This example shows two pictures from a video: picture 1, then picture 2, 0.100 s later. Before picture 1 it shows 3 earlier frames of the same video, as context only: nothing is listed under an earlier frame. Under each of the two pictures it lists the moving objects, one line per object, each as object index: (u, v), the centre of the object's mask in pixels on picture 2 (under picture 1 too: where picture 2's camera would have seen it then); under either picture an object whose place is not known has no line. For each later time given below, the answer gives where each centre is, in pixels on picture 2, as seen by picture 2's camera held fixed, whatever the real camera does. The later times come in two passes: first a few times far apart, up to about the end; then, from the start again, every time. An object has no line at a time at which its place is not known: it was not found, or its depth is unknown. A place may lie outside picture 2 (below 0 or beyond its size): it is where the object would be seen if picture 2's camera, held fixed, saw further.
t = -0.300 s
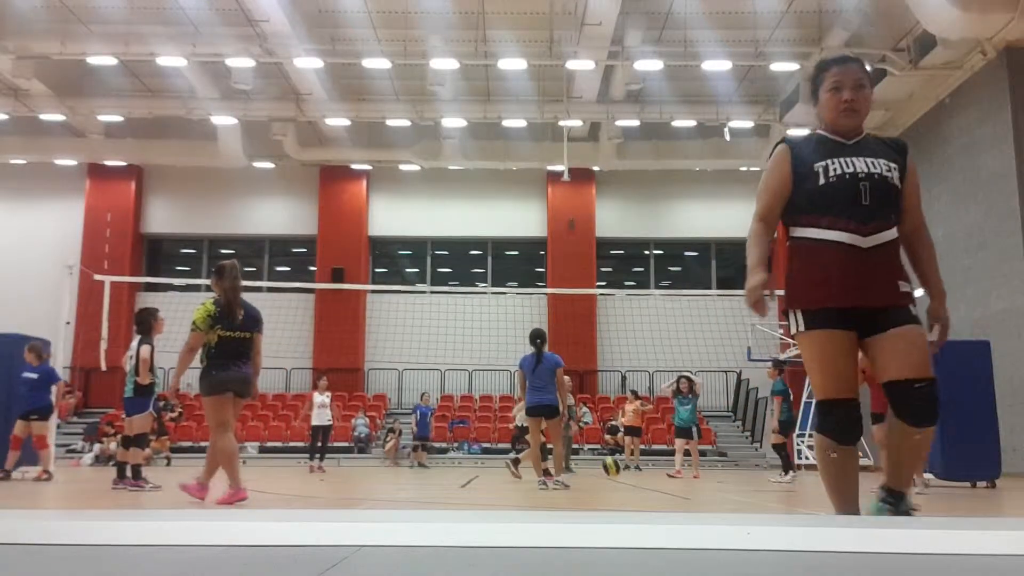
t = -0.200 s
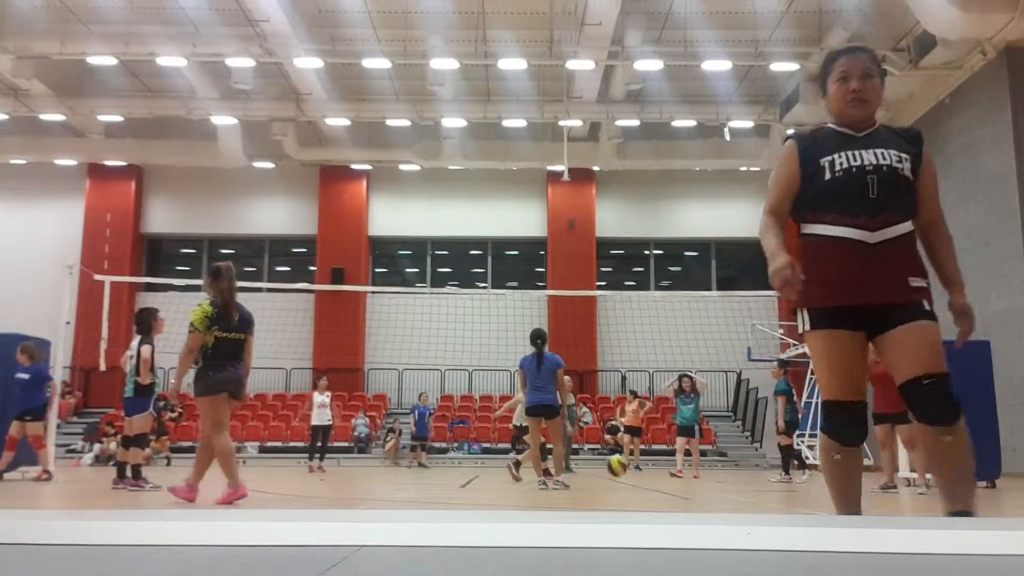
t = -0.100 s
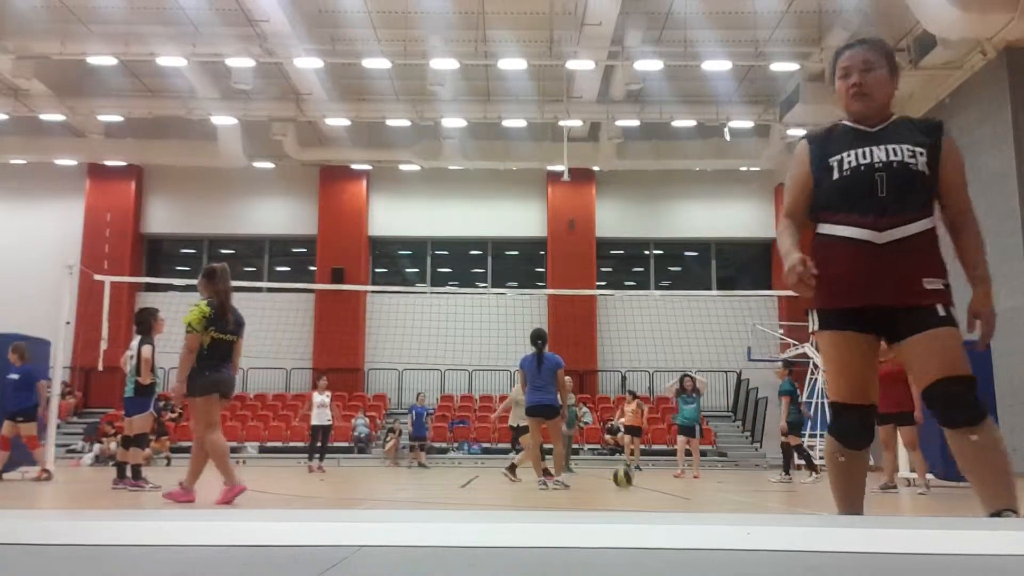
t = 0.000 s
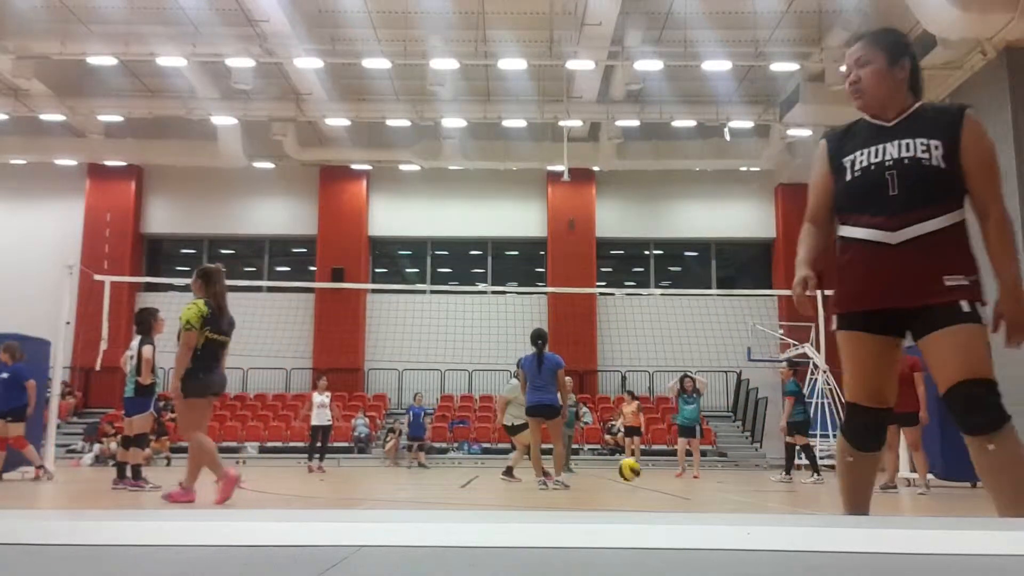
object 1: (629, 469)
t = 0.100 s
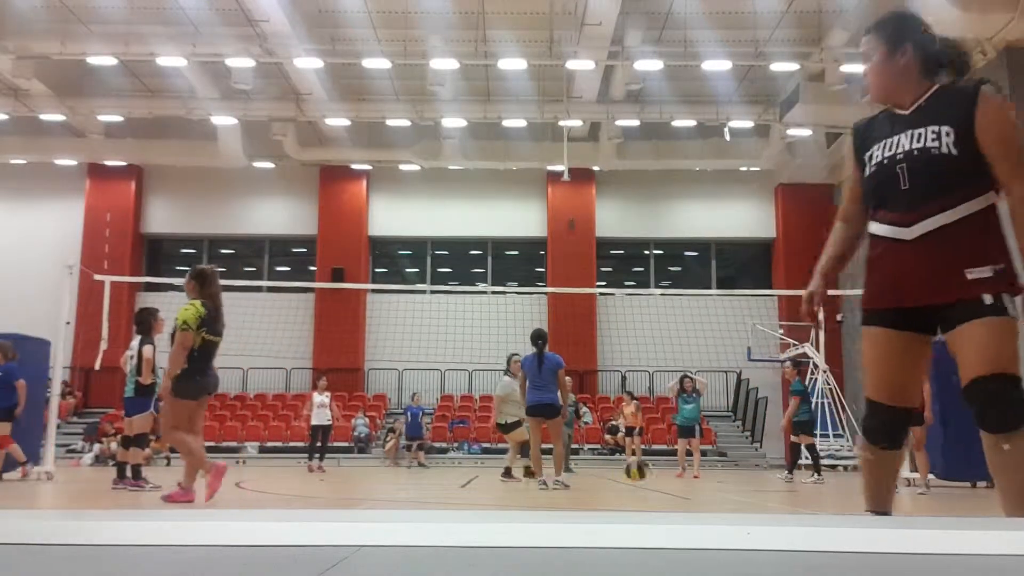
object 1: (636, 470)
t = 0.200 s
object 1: (644, 480)
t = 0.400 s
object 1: (660, 476)
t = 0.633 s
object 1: (681, 478)
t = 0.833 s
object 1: (705, 482)
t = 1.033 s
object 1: (736, 489)
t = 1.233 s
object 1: (774, 493)
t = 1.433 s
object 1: (824, 499)
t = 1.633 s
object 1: (891, 502)
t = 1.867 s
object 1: (1001, 509)
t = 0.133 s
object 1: (639, 471)
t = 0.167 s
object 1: (641, 475)
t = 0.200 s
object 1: (644, 480)
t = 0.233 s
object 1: (646, 479)
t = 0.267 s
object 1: (649, 477)
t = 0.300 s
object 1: (652, 475)
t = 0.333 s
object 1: (654, 474)
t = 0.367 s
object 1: (657, 474)
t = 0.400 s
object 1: (660, 476)
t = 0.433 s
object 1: (663, 480)
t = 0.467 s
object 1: (666, 487)
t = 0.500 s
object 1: (669, 483)
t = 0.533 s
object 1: (672, 479)
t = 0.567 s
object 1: (675, 476)
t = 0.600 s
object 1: (678, 476)
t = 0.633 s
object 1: (681, 478)
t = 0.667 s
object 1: (686, 482)
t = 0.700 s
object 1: (689, 487)
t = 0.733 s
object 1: (693, 487)
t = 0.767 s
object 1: (697, 484)
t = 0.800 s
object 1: (701, 482)
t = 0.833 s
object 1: (705, 482)
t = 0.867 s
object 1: (710, 485)
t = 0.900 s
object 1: (716, 491)
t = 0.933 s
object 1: (720, 493)
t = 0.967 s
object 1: (725, 490)
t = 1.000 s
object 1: (731, 488)
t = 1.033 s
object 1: (736, 489)
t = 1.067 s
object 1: (742, 492)
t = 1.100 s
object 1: (749, 496)
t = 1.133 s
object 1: (754, 495)
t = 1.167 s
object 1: (760, 493)
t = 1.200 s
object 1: (768, 492)
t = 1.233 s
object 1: (774, 493)
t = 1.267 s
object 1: (781, 496)
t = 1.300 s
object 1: (790, 500)
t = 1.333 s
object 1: (797, 498)
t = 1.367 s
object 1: (805, 497)
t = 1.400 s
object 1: (815, 497)
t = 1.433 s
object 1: (824, 499)
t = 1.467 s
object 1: (833, 501)
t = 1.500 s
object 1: (845, 500)
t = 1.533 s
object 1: (854, 501)
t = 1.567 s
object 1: (864, 504)
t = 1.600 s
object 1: (878, 502)
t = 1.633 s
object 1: (891, 502)
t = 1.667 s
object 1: (905, 505)
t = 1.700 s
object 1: (920, 505)
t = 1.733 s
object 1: (938, 506)
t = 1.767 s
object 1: (954, 507)
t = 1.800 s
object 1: (969, 507)
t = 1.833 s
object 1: (987, 508)
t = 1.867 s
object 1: (1001, 509)
